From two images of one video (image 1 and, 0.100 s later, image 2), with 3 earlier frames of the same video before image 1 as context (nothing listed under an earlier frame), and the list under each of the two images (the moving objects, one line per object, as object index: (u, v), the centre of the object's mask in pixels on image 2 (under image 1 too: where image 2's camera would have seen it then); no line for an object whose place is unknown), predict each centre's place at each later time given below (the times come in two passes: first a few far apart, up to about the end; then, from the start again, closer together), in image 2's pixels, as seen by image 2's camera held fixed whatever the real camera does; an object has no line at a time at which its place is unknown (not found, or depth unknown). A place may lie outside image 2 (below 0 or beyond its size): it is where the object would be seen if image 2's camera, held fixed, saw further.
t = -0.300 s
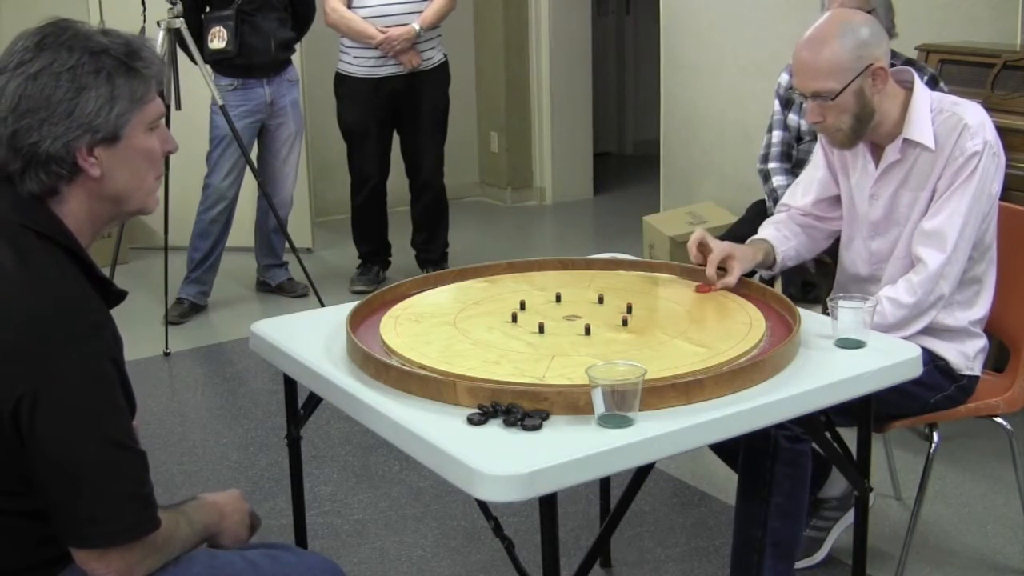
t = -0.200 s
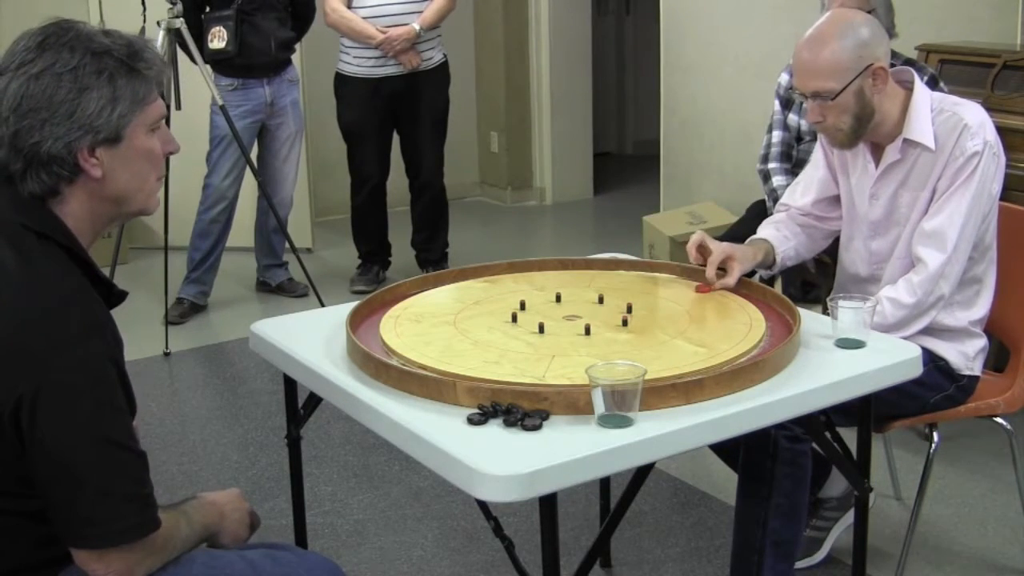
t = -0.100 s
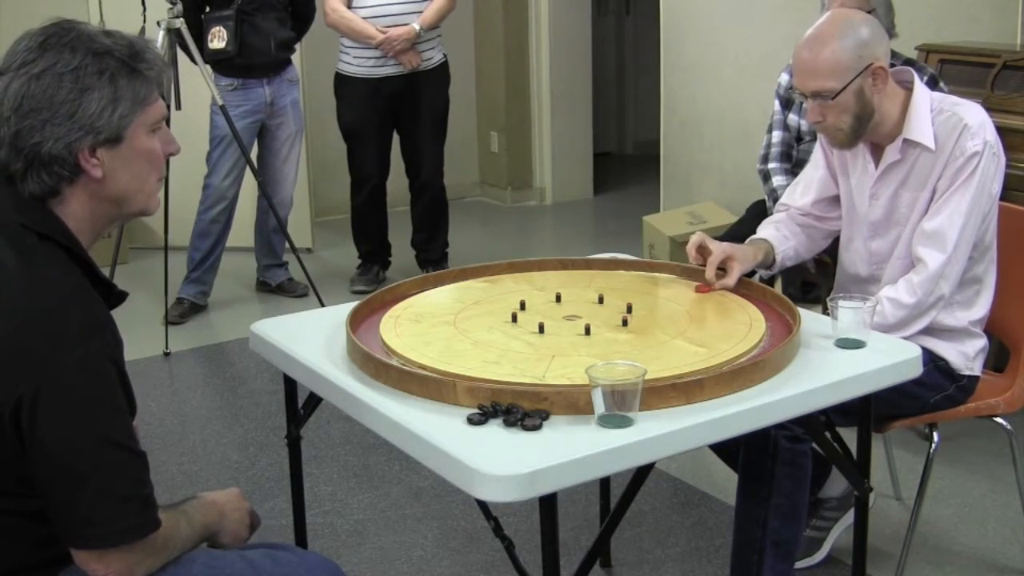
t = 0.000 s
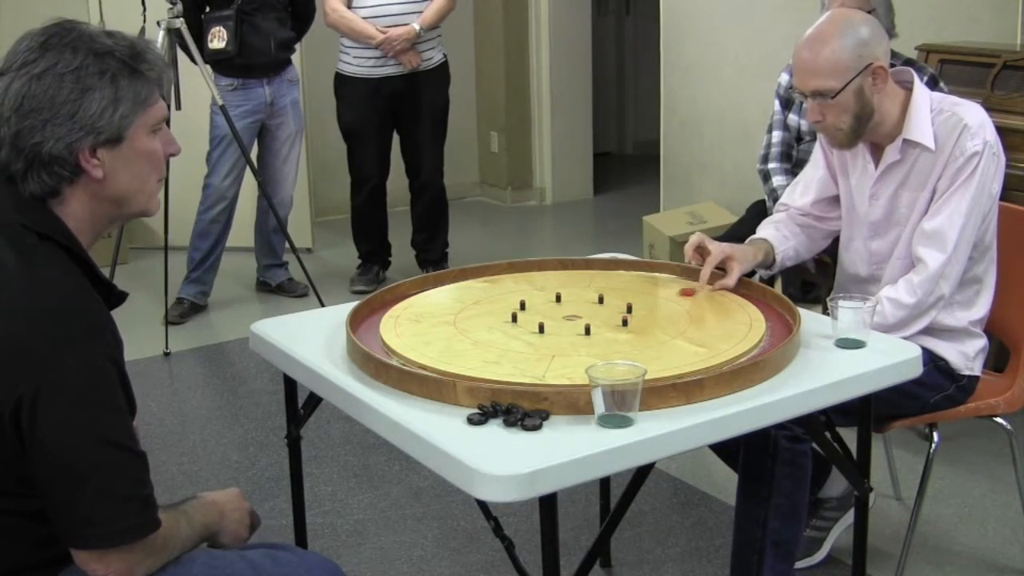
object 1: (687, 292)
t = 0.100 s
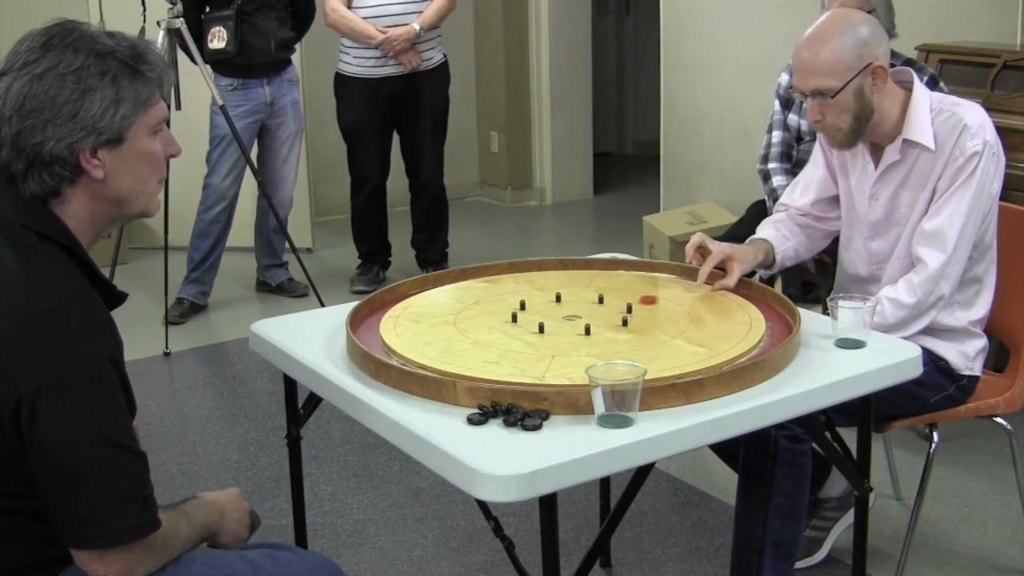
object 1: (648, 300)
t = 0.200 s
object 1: (615, 307)
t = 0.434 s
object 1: (565, 317)
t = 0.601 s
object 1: (558, 317)
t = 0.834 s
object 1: (557, 317)
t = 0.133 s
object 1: (637, 302)
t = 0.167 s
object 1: (625, 304)
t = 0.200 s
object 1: (615, 307)
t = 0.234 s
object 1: (606, 309)
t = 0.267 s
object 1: (597, 311)
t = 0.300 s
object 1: (589, 312)
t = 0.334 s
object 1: (582, 314)
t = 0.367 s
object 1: (575, 315)
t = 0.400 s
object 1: (570, 317)
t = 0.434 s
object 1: (565, 317)
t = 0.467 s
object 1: (562, 317)
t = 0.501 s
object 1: (559, 317)
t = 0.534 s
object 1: (558, 317)
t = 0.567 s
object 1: (558, 317)
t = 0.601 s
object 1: (558, 317)
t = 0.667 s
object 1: (558, 317)
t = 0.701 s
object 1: (558, 317)
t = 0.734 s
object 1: (557, 317)
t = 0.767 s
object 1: (558, 317)
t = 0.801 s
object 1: (558, 317)
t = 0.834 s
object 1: (557, 317)
